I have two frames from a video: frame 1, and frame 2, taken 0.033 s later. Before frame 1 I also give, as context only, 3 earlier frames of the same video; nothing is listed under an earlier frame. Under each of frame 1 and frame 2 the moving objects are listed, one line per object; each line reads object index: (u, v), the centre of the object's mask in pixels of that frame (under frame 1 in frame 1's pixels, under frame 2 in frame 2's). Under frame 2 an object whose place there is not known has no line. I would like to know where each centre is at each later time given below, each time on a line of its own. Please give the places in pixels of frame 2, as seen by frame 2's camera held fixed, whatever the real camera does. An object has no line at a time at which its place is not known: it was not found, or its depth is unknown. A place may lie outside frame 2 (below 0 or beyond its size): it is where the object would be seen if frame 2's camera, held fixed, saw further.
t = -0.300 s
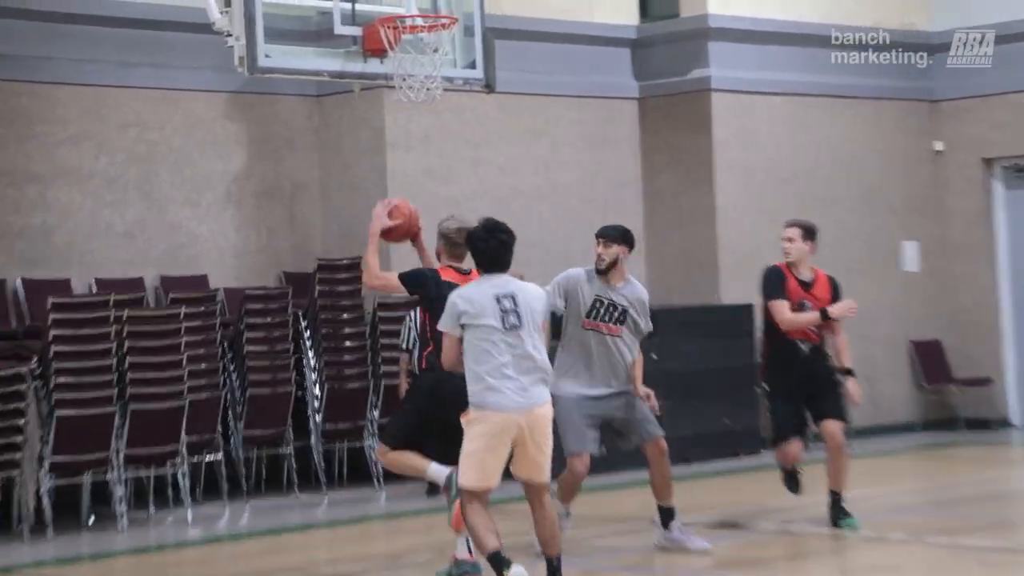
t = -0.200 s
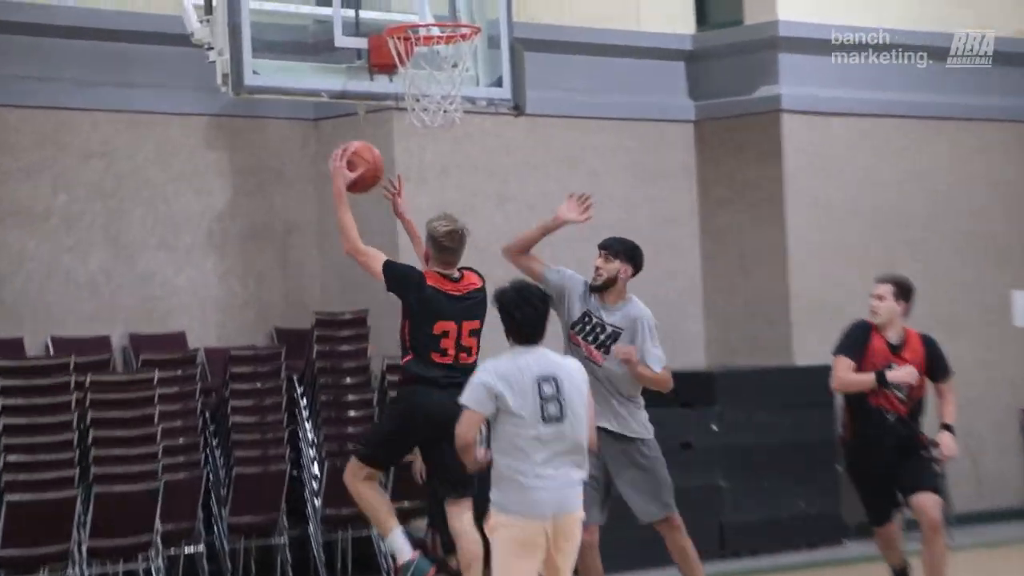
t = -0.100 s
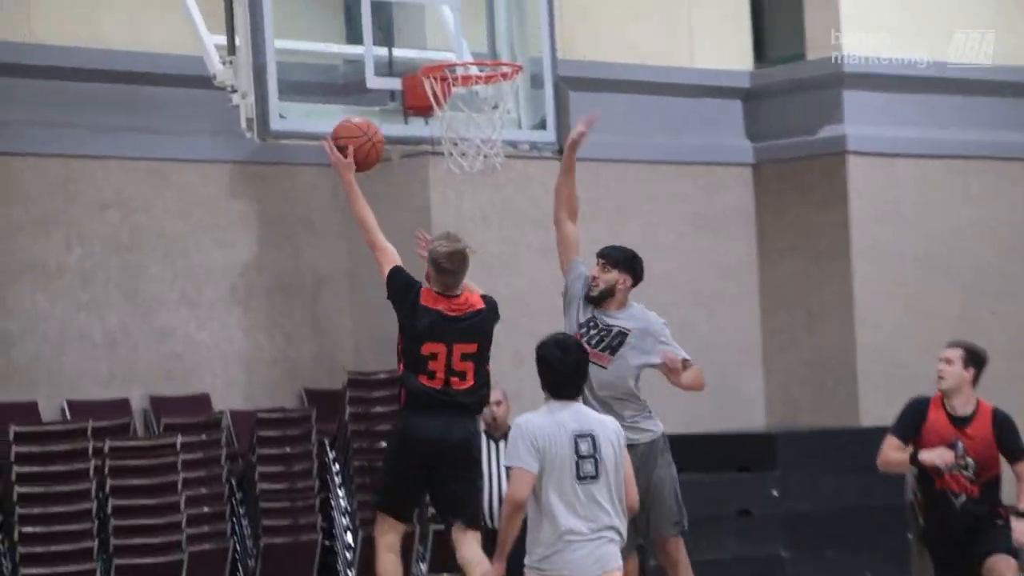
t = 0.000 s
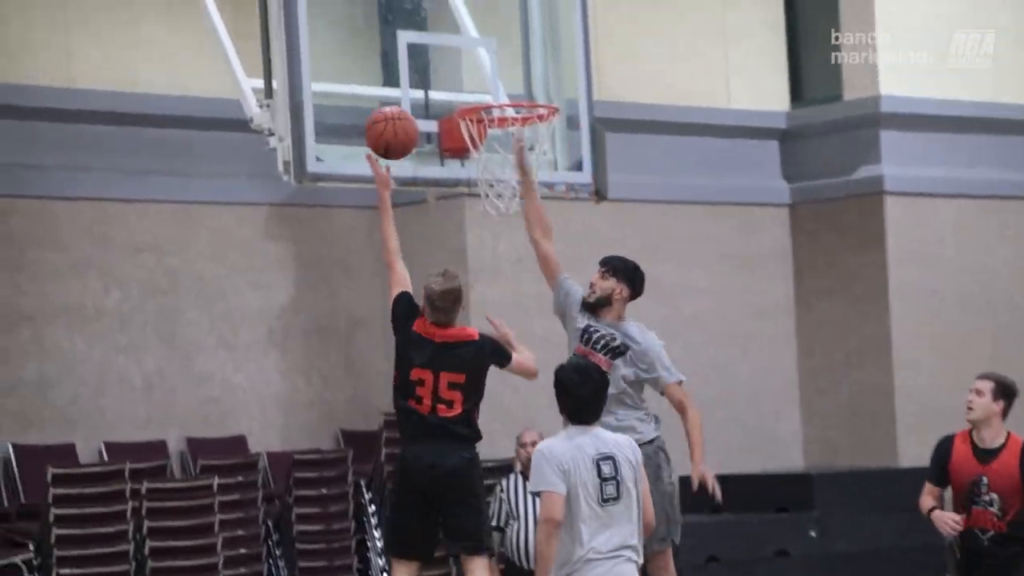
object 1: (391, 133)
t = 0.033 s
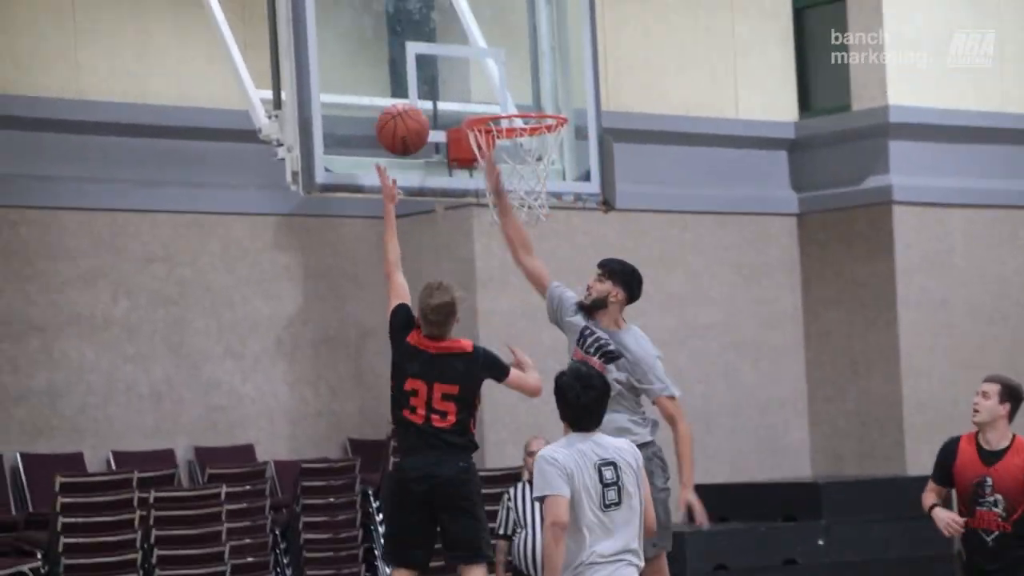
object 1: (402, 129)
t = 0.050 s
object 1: (403, 122)
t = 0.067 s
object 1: (404, 116)
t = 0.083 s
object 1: (406, 111)
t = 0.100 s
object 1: (407, 107)
